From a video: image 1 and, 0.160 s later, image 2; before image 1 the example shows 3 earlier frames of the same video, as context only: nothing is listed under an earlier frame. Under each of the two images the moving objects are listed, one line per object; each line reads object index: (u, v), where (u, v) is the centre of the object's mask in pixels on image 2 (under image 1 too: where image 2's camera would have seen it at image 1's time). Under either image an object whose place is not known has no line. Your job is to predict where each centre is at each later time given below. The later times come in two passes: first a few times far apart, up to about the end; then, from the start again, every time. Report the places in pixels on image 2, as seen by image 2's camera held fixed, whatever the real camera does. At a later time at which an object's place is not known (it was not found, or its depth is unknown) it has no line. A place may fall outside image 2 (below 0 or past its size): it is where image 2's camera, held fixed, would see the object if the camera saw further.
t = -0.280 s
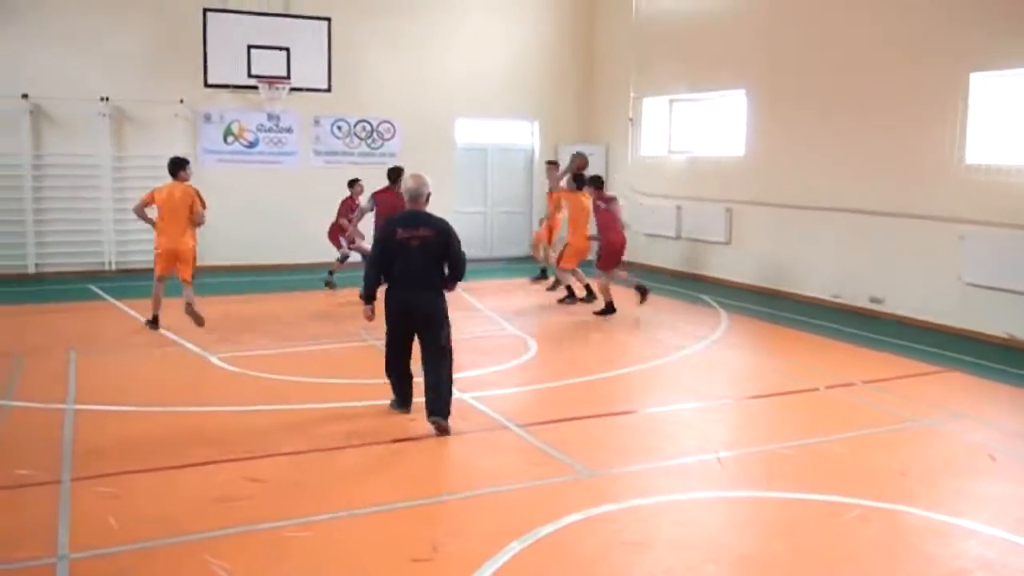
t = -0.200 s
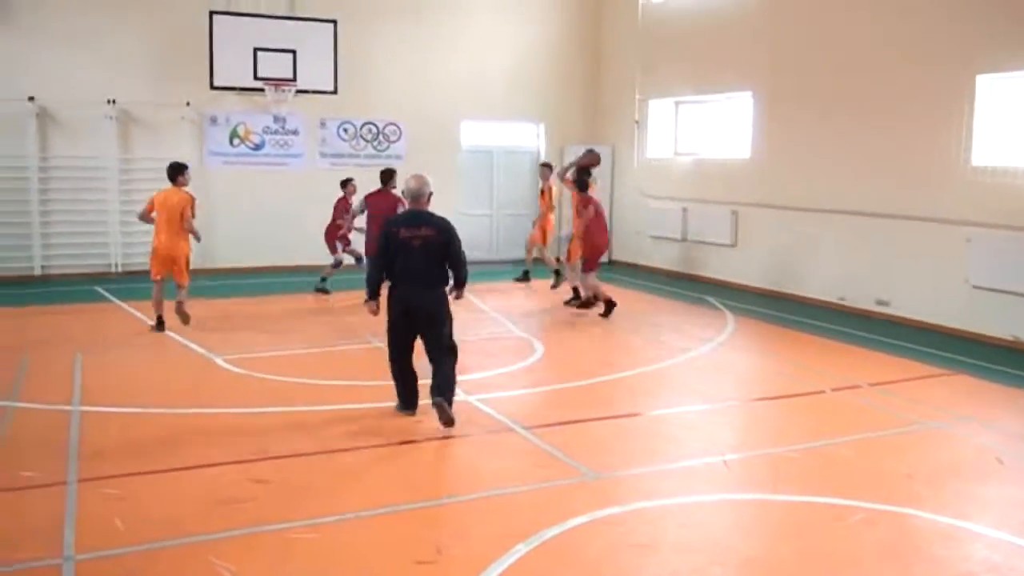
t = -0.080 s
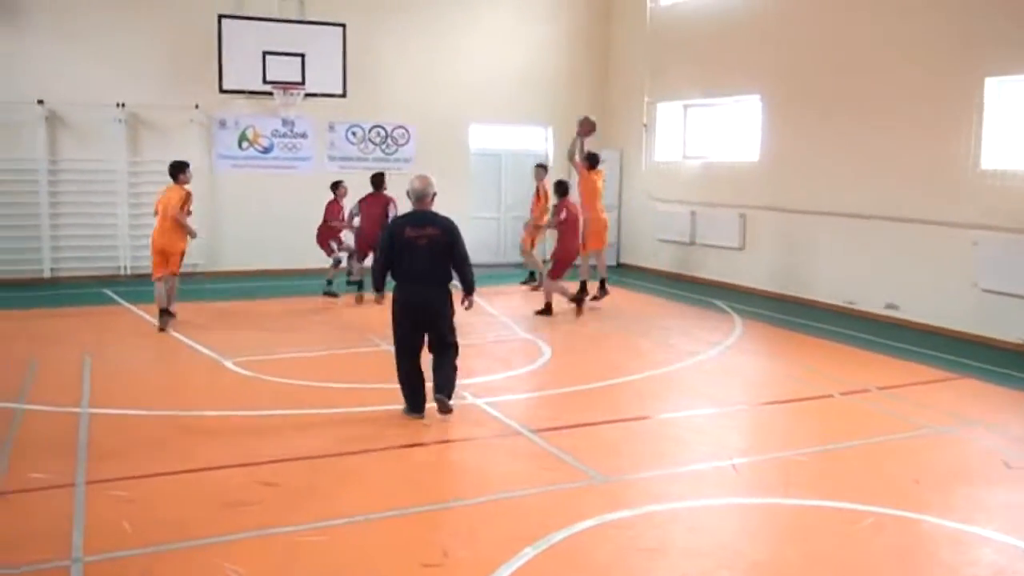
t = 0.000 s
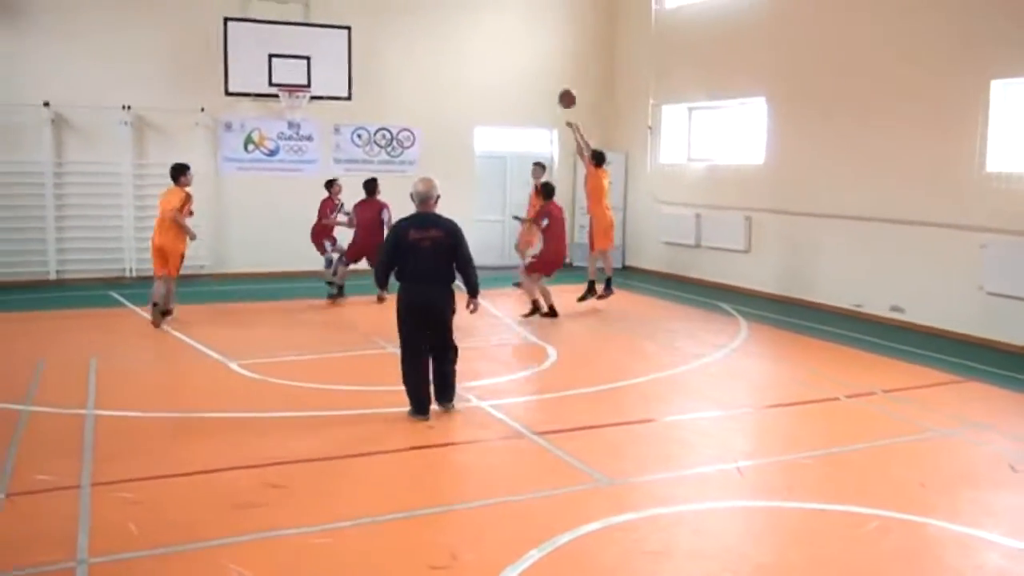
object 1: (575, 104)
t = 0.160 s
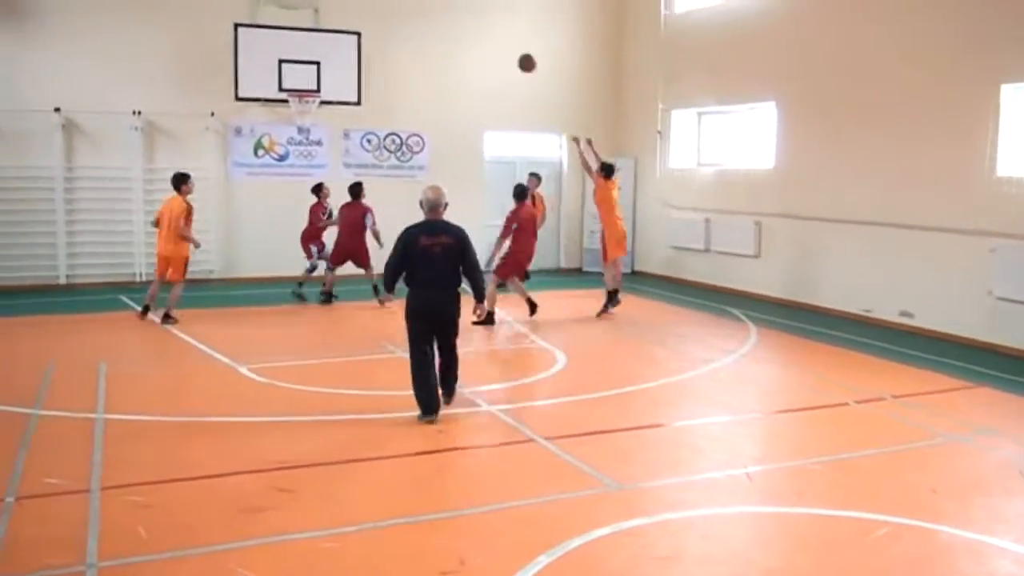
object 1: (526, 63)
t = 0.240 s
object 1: (503, 51)
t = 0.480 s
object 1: (437, 46)
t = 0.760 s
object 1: (369, 87)
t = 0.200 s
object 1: (515, 56)
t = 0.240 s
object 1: (503, 51)
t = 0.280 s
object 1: (491, 47)
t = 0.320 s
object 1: (480, 45)
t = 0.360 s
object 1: (469, 43)
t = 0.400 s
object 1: (458, 43)
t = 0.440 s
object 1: (447, 44)
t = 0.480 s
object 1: (437, 46)
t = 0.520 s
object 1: (427, 49)
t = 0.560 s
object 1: (419, 52)
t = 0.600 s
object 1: (408, 56)
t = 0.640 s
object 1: (397, 62)
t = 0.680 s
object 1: (387, 68)
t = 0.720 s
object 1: (378, 76)
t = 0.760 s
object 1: (369, 87)
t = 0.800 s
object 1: (359, 98)
